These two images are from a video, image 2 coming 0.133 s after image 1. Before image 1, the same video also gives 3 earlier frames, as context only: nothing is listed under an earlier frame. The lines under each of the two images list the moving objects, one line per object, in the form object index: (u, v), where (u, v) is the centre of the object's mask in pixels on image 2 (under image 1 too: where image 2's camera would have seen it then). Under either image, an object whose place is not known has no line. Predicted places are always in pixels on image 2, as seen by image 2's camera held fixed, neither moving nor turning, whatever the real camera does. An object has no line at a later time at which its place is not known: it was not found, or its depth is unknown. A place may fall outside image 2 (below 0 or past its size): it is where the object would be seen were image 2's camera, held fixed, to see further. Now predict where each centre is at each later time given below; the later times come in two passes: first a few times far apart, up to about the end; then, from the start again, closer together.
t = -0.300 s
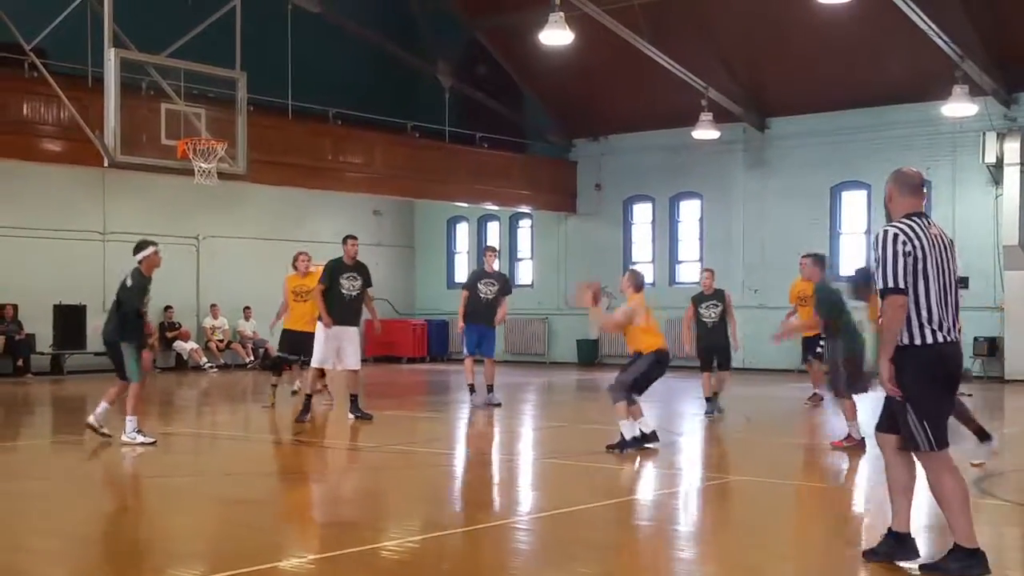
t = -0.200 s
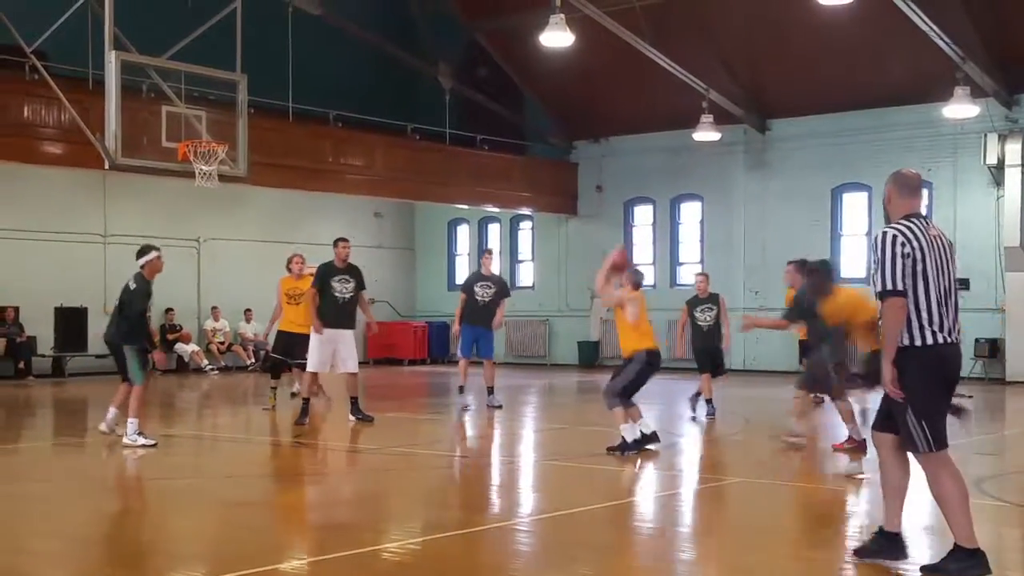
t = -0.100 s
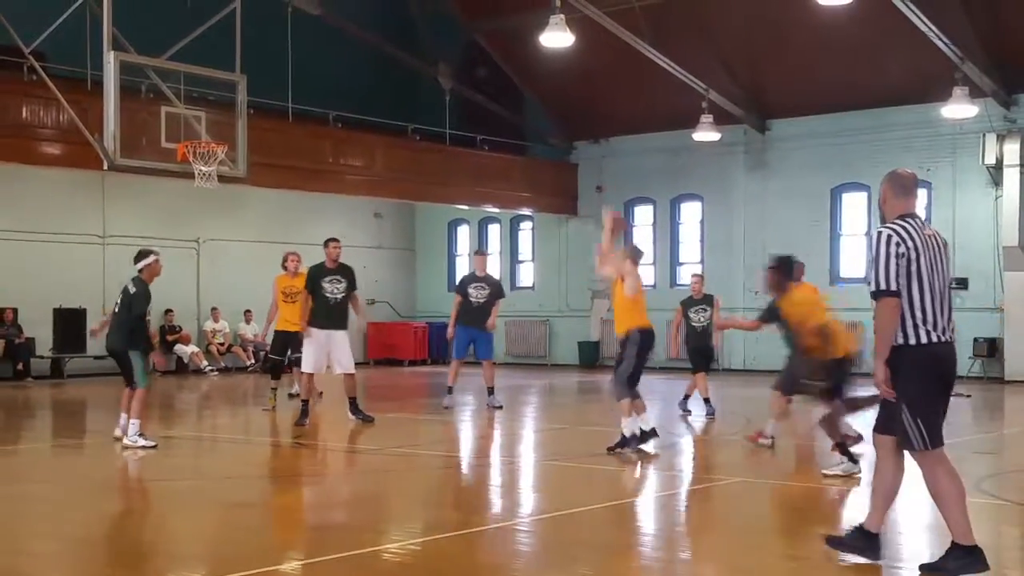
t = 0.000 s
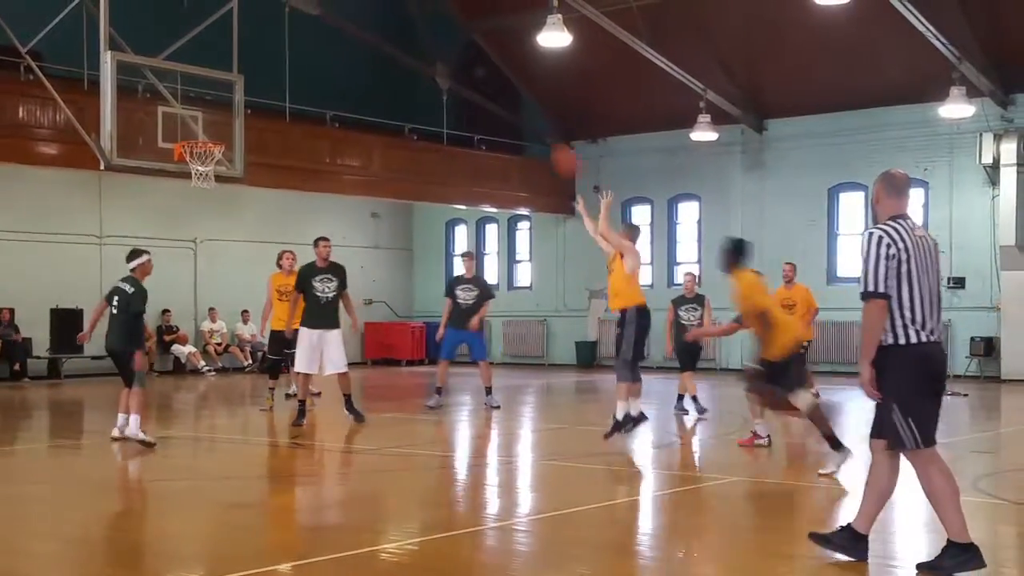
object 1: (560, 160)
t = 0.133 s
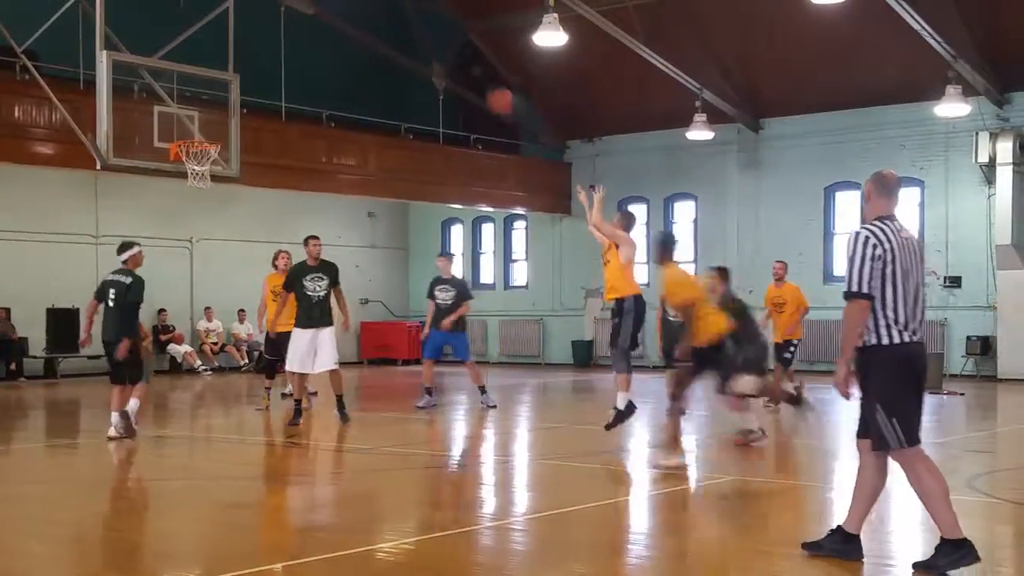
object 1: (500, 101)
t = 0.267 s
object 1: (447, 64)
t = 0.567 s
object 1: (339, 49)
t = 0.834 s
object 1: (258, 101)
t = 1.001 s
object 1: (243, 140)
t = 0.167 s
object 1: (487, 89)
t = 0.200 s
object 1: (474, 79)
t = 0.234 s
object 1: (461, 71)
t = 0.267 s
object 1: (447, 64)
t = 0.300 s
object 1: (435, 59)
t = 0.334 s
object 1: (422, 52)
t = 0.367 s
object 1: (409, 48)
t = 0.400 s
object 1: (398, 46)
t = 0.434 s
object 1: (386, 44)
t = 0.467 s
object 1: (373, 43)
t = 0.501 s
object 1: (362, 44)
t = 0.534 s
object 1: (351, 46)
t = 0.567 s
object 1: (339, 49)
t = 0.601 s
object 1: (329, 52)
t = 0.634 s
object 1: (318, 57)
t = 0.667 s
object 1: (307, 62)
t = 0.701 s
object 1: (297, 68)
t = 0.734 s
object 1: (287, 75)
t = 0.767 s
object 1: (276, 83)
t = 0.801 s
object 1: (266, 92)
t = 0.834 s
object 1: (258, 101)
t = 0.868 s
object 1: (249, 110)
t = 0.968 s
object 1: (230, 137)
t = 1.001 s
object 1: (243, 140)
